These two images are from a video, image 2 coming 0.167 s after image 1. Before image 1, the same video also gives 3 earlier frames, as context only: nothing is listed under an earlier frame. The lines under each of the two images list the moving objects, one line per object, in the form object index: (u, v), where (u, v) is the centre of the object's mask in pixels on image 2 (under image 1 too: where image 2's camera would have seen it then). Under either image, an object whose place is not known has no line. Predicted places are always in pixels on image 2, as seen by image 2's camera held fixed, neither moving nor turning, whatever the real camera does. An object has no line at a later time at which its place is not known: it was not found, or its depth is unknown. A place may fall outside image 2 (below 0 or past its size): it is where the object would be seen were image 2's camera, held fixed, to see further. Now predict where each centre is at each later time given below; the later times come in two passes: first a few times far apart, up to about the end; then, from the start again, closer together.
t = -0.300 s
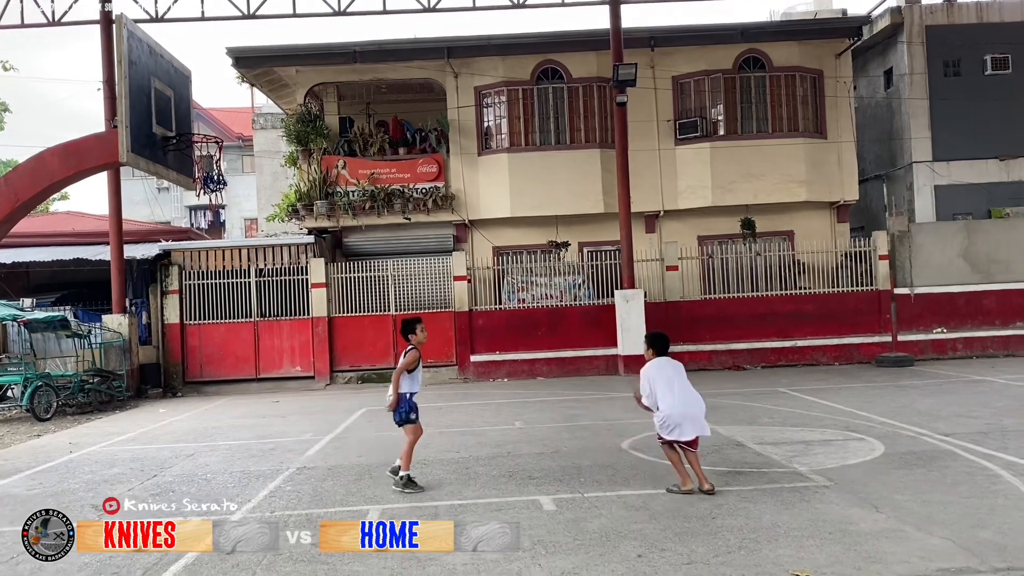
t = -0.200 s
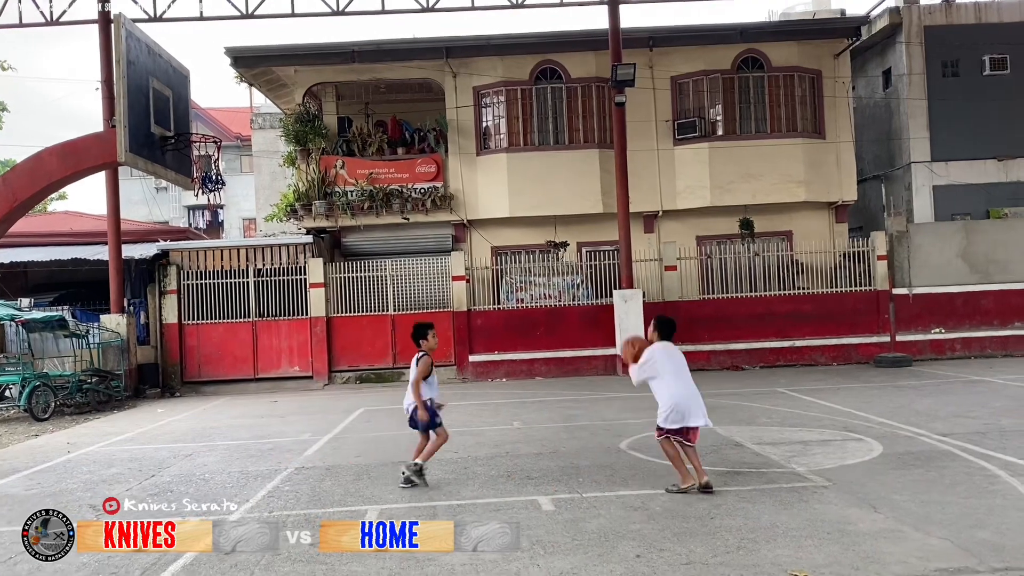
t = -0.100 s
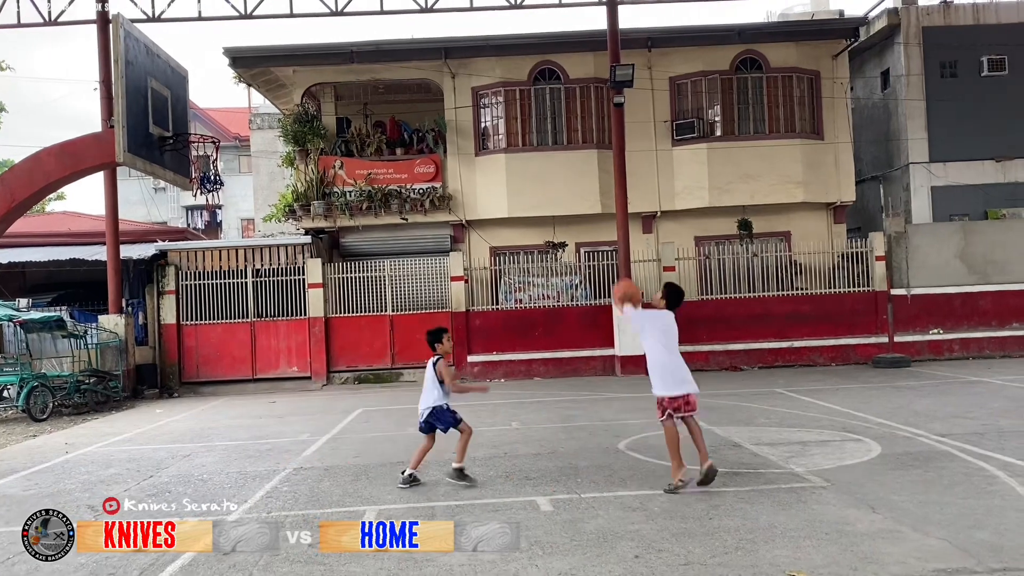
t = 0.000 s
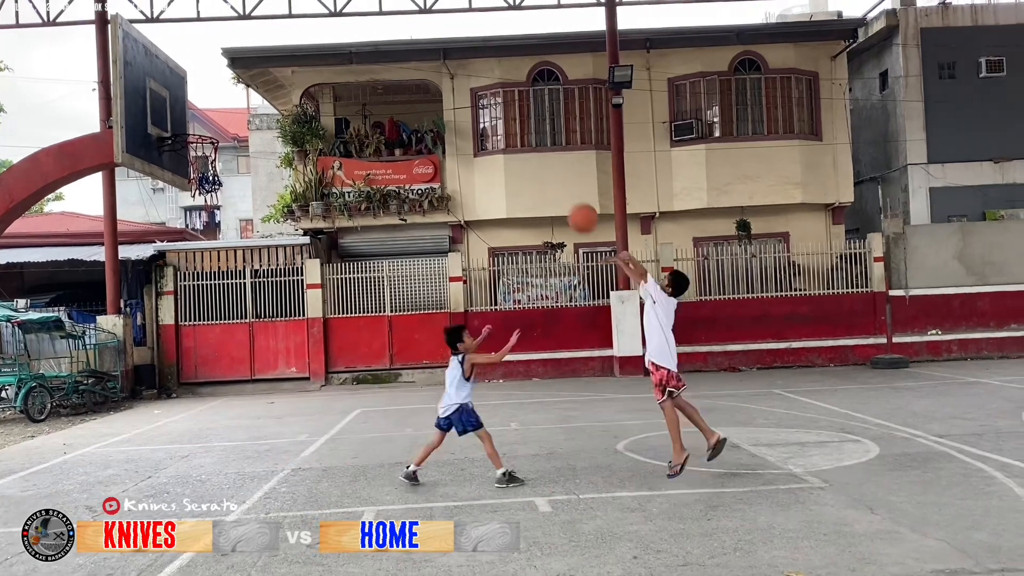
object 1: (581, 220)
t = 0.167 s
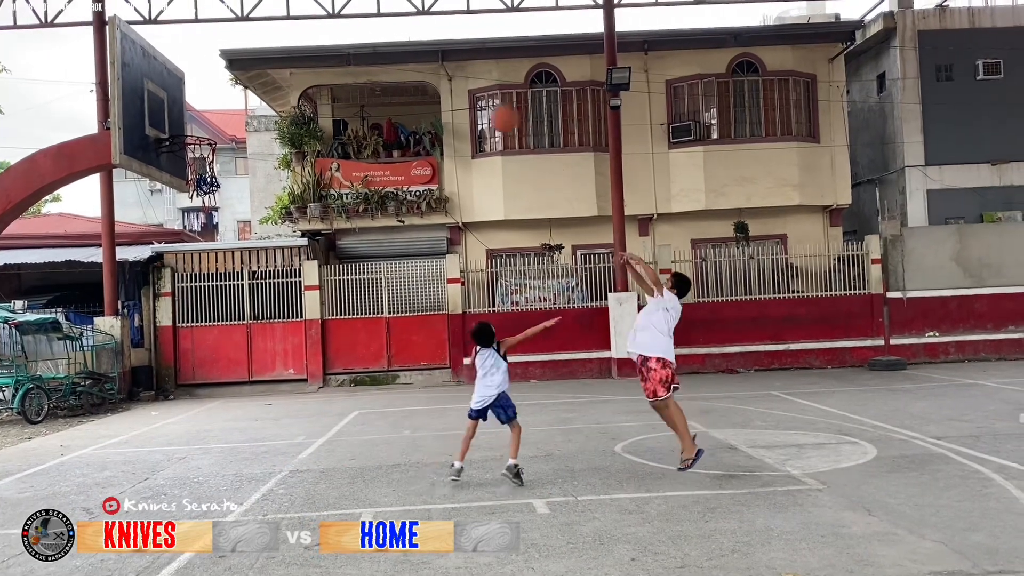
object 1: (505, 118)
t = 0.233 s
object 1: (476, 88)
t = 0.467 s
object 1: (384, 33)
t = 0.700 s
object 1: (302, 42)
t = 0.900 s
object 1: (241, 95)
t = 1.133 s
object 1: (231, 88)
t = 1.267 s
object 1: (247, 64)
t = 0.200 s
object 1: (489, 103)
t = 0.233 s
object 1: (476, 88)
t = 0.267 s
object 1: (462, 77)
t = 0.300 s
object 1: (448, 65)
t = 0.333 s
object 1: (435, 56)
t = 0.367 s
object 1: (422, 49)
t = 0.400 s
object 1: (409, 42)
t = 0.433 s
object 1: (396, 37)
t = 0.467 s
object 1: (384, 33)
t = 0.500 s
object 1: (371, 31)
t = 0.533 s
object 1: (359, 30)
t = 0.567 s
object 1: (348, 30)
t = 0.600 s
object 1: (336, 31)
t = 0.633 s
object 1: (324, 32)
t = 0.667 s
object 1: (313, 38)
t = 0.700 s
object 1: (302, 42)
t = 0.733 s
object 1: (291, 48)
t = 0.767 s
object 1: (281, 56)
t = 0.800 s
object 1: (270, 63)
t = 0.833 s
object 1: (261, 73)
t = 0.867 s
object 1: (250, 83)
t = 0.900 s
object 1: (241, 95)
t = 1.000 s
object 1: (217, 131)
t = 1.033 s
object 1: (220, 119)
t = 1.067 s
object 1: (224, 108)
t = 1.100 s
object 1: (228, 97)
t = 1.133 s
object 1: (231, 88)
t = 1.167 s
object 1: (235, 81)
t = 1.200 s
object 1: (239, 74)
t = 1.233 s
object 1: (243, 69)
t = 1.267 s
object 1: (247, 64)
